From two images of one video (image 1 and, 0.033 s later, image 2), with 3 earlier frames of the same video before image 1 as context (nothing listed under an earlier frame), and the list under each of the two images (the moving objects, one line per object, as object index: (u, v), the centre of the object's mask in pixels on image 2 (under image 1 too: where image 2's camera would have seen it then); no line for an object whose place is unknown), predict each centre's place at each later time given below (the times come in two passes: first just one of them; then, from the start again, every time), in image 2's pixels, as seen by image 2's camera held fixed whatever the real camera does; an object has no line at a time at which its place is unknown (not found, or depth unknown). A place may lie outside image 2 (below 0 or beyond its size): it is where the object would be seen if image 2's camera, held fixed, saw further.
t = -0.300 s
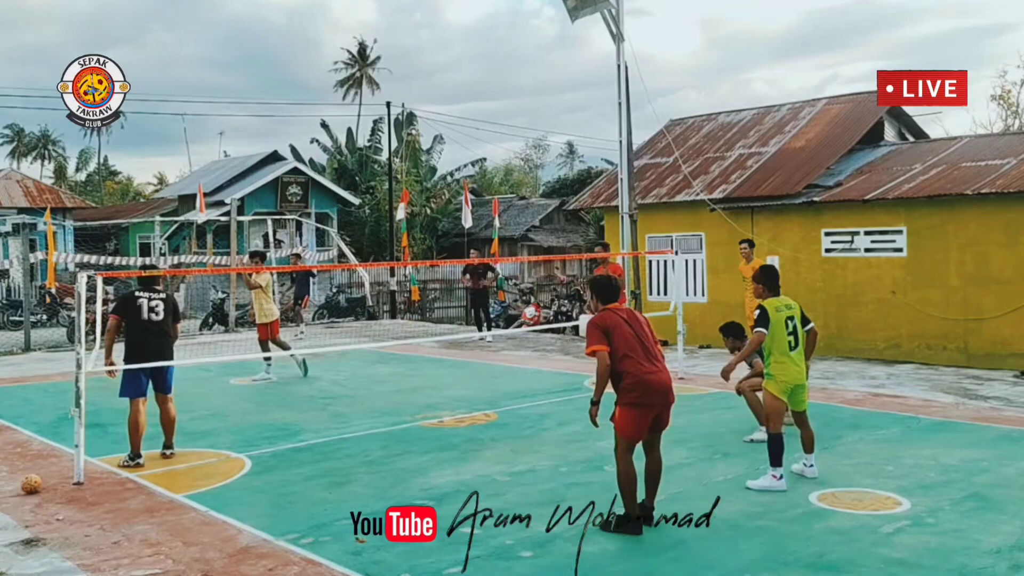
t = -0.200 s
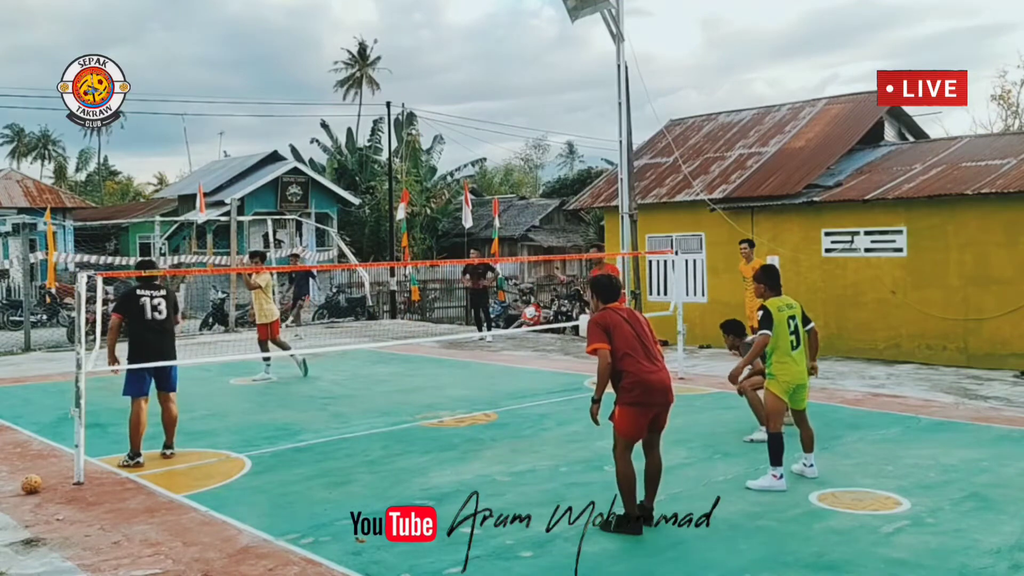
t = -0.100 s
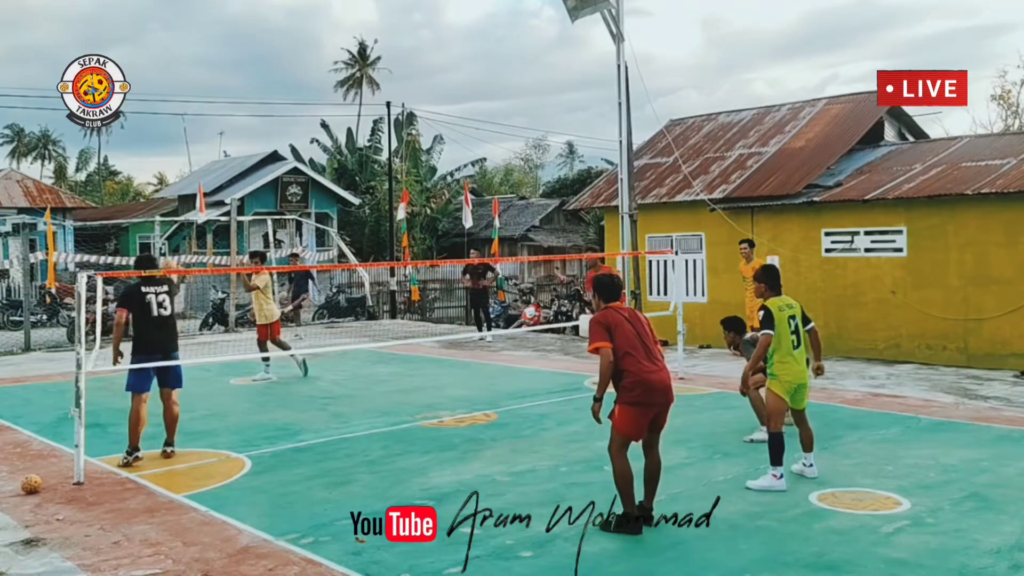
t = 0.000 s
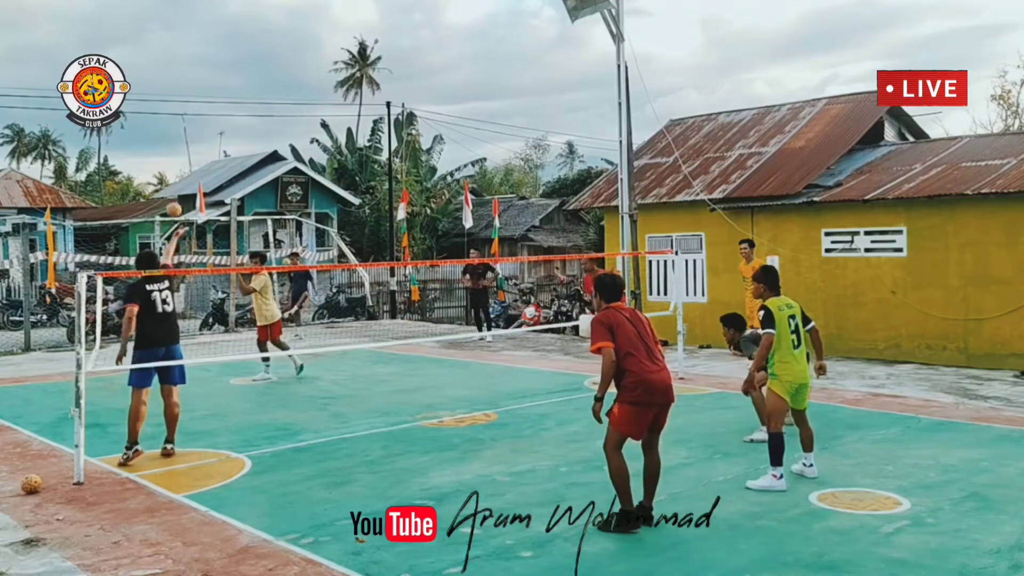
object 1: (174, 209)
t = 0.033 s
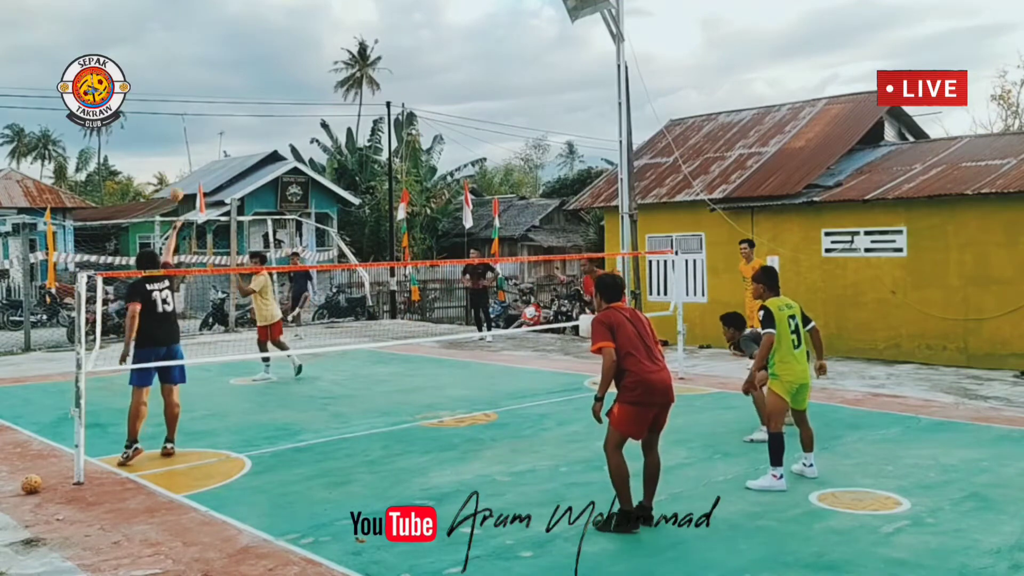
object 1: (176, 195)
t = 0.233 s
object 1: (185, 129)
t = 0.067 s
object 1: (177, 180)
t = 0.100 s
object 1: (179, 168)
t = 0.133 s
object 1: (180, 157)
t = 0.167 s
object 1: (182, 147)
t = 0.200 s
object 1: (185, 138)
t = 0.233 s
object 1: (185, 129)
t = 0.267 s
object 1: (187, 124)
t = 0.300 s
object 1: (189, 120)
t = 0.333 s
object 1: (191, 116)
